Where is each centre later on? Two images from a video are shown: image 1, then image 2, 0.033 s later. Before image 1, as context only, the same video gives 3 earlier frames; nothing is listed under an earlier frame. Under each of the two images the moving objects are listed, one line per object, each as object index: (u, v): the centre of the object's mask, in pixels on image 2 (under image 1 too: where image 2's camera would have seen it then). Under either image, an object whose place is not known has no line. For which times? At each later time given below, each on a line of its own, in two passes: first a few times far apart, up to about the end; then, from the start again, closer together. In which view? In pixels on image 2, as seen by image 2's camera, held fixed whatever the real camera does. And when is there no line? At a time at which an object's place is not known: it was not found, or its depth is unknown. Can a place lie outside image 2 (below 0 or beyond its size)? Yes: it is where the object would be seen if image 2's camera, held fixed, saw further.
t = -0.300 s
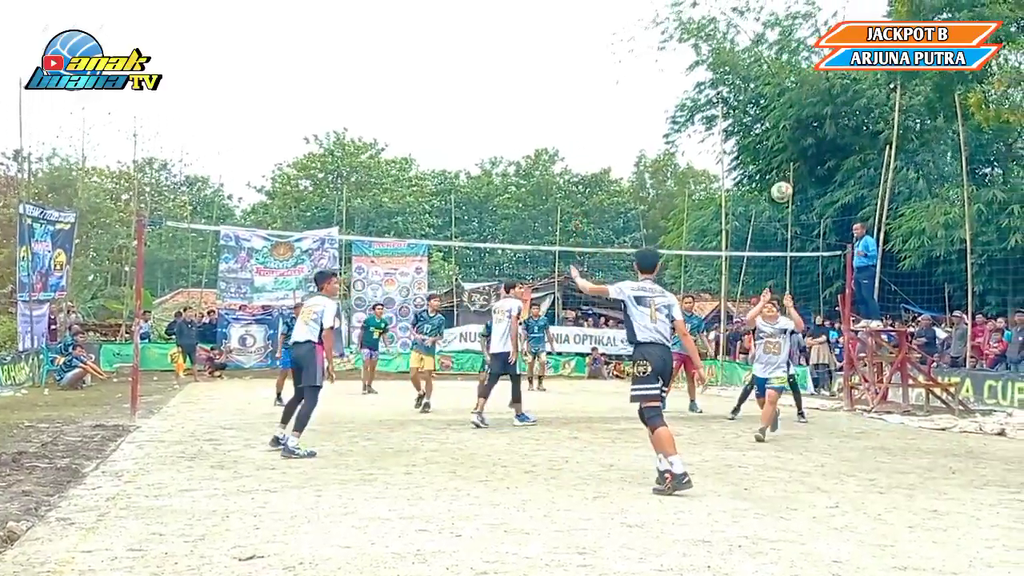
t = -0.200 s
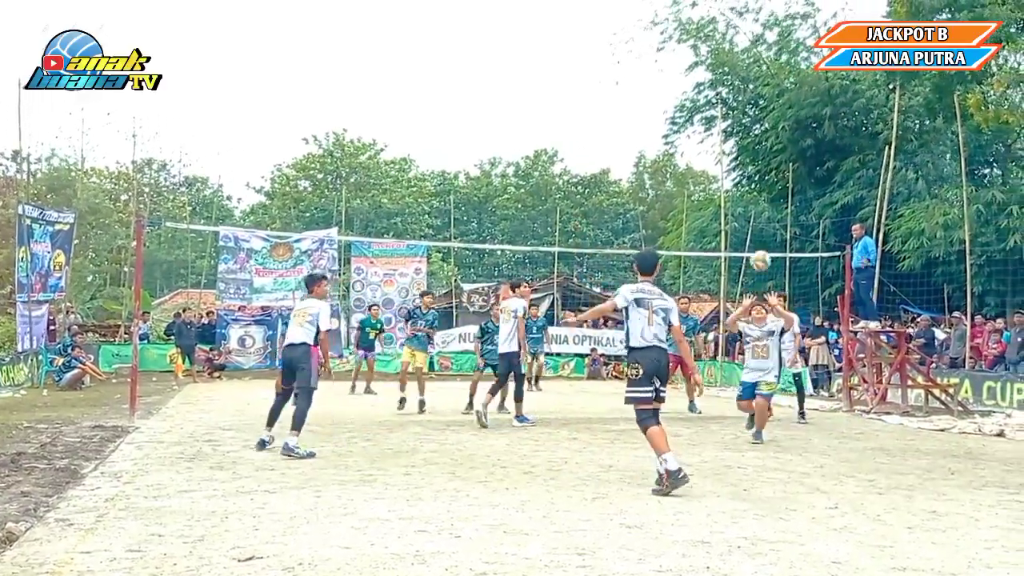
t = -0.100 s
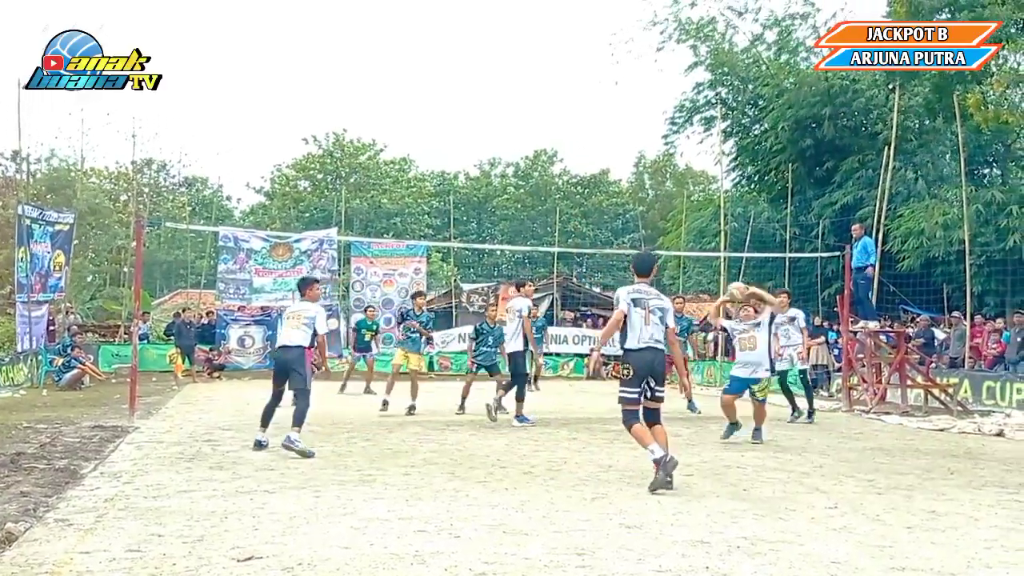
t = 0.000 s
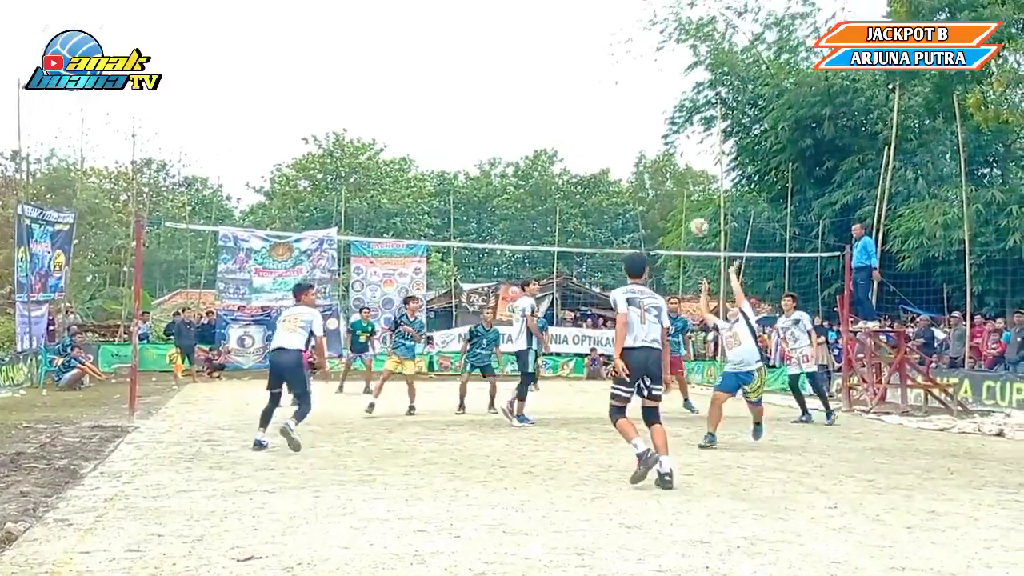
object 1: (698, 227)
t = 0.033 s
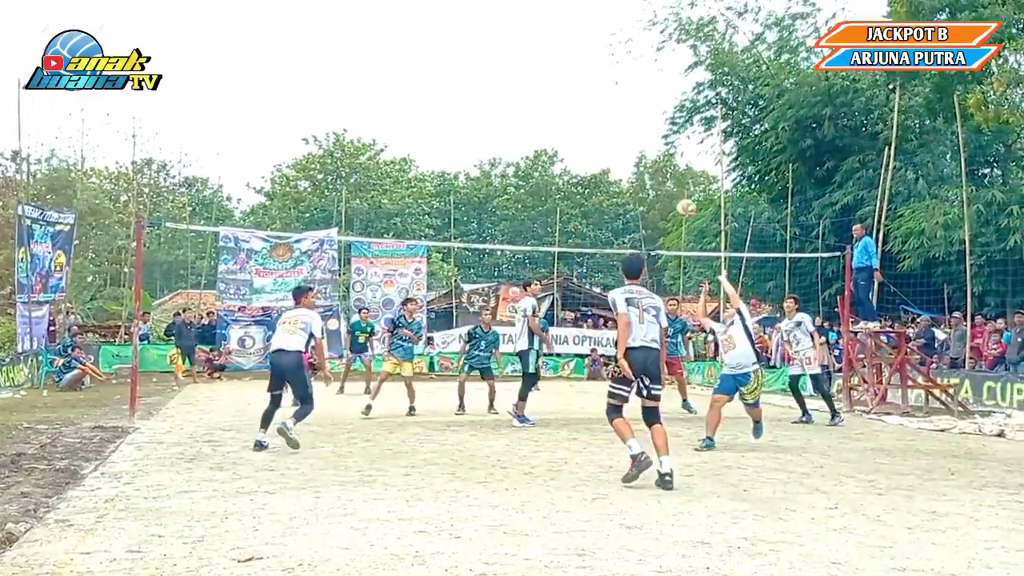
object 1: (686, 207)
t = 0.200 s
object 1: (625, 131)
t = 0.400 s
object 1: (554, 76)
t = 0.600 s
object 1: (488, 57)
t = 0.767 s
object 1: (435, 68)
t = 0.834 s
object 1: (414, 78)
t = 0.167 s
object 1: (637, 145)
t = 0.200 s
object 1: (625, 131)
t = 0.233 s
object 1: (612, 120)
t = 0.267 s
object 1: (600, 109)
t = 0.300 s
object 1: (589, 99)
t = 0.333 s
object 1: (577, 91)
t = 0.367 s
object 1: (565, 83)
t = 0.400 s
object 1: (554, 76)
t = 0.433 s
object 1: (543, 71)
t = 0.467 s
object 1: (531, 66)
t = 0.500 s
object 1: (520, 63)
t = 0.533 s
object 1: (509, 59)
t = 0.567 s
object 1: (499, 58)
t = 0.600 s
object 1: (488, 57)
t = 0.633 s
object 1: (477, 58)
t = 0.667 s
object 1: (466, 59)
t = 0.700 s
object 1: (455, 59)
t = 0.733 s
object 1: (445, 63)
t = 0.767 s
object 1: (435, 68)
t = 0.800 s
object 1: (424, 72)
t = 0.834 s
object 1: (414, 78)
